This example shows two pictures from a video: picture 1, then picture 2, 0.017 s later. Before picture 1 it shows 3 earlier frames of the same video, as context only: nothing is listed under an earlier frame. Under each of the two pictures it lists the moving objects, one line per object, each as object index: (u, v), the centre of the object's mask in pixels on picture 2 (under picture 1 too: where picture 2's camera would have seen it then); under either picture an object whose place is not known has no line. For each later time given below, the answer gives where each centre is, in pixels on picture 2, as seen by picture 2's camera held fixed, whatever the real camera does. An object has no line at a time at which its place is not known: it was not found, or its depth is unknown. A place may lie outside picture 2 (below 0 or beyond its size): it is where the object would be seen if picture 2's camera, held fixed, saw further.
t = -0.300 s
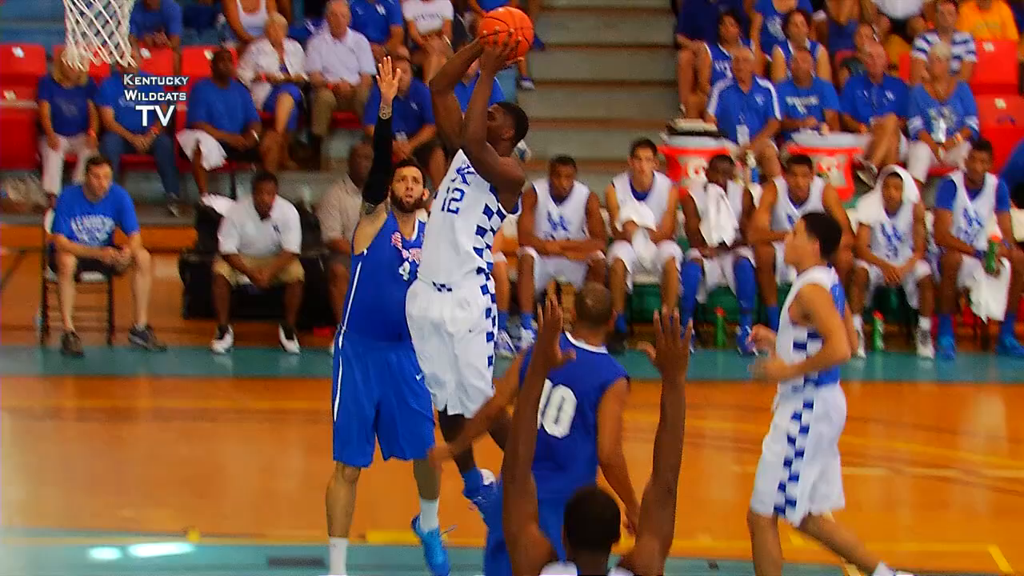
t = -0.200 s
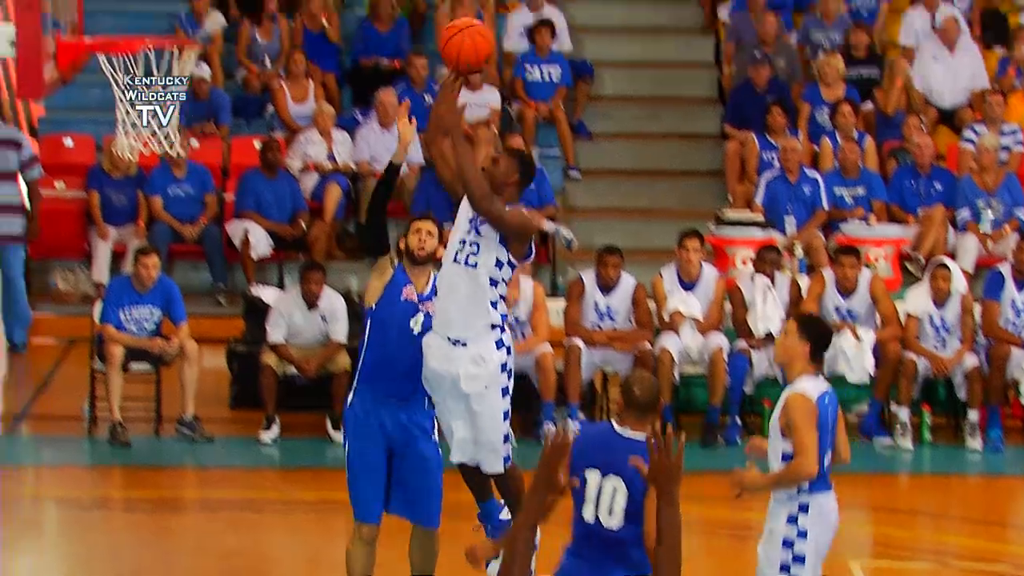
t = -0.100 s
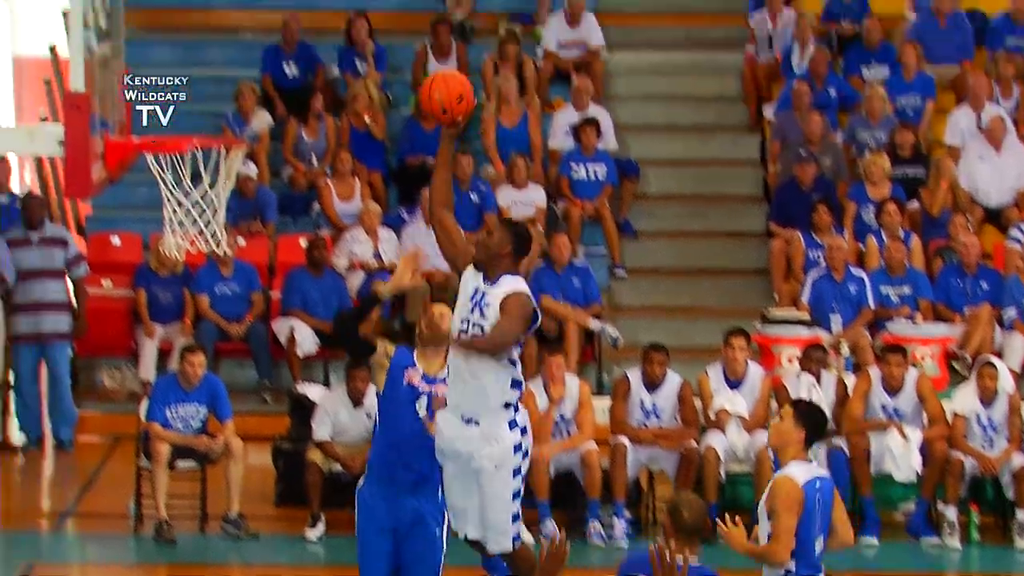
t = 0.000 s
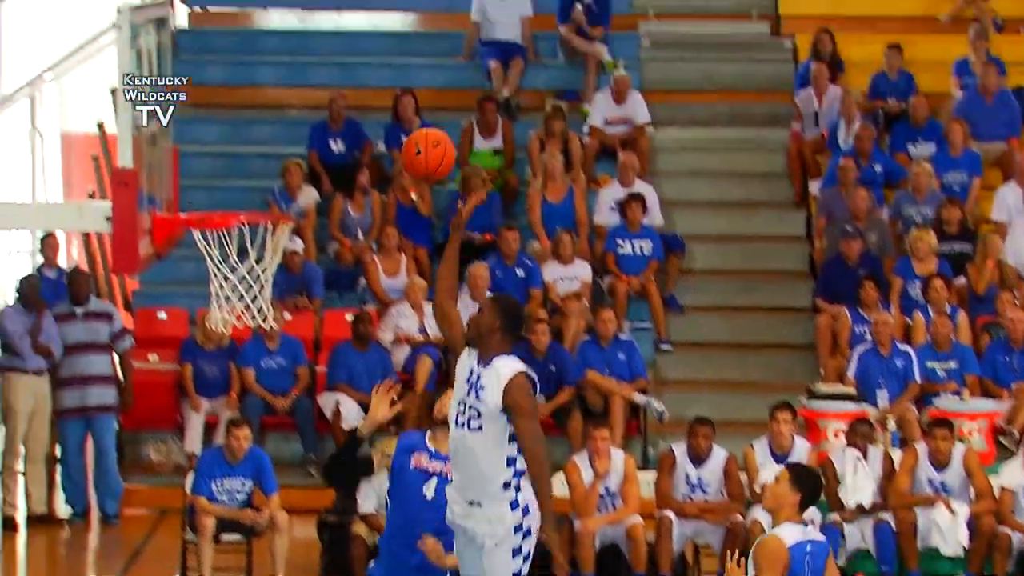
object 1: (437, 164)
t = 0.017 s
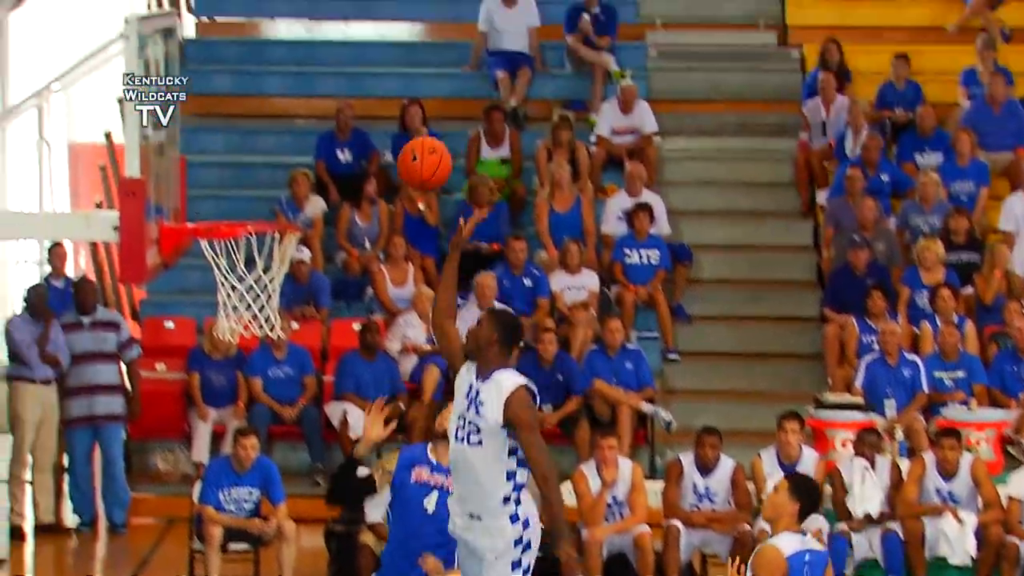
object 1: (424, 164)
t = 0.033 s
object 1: (414, 164)
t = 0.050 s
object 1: (403, 165)
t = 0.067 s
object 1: (393, 167)
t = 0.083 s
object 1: (383, 170)
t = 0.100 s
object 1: (373, 171)
